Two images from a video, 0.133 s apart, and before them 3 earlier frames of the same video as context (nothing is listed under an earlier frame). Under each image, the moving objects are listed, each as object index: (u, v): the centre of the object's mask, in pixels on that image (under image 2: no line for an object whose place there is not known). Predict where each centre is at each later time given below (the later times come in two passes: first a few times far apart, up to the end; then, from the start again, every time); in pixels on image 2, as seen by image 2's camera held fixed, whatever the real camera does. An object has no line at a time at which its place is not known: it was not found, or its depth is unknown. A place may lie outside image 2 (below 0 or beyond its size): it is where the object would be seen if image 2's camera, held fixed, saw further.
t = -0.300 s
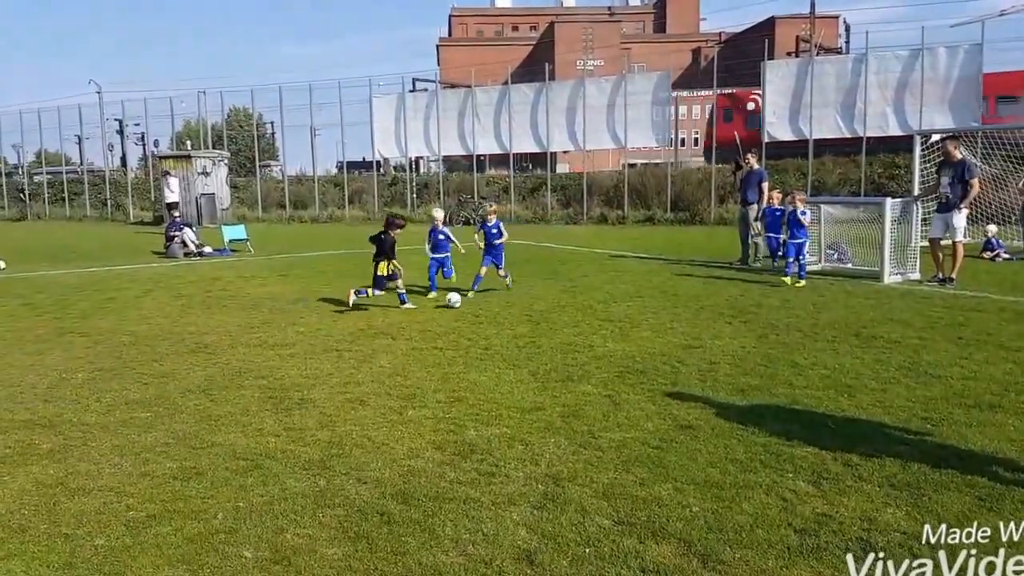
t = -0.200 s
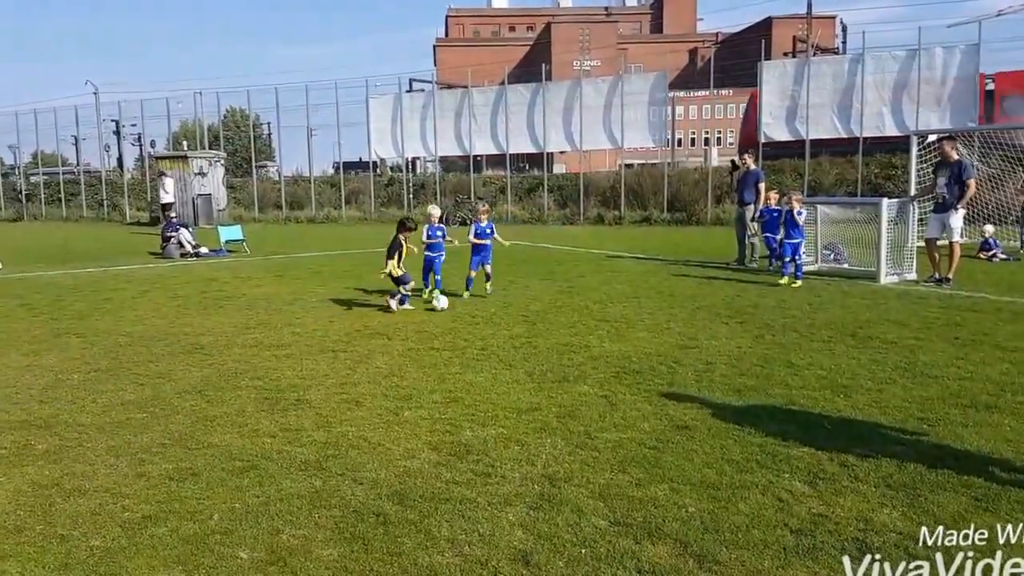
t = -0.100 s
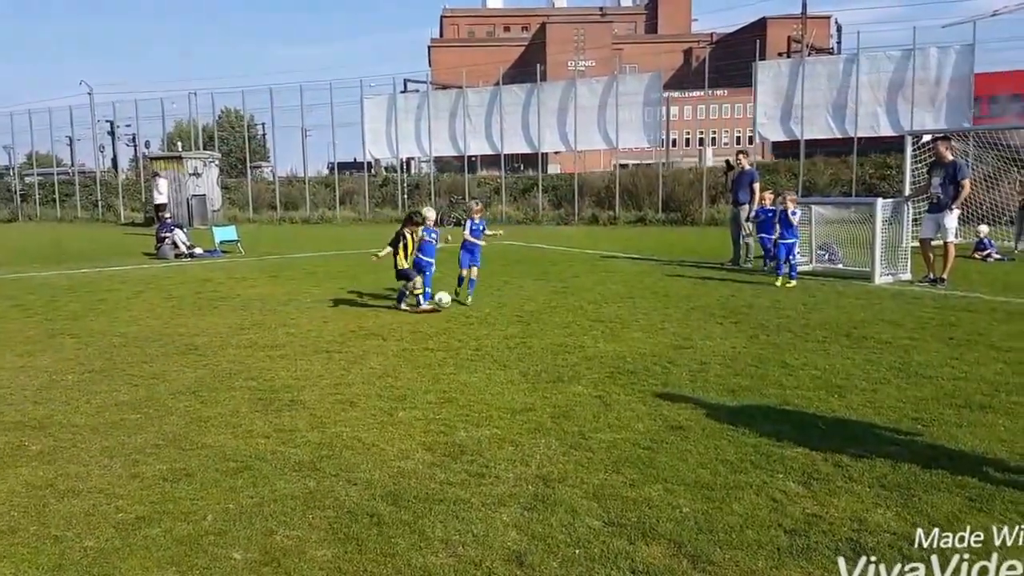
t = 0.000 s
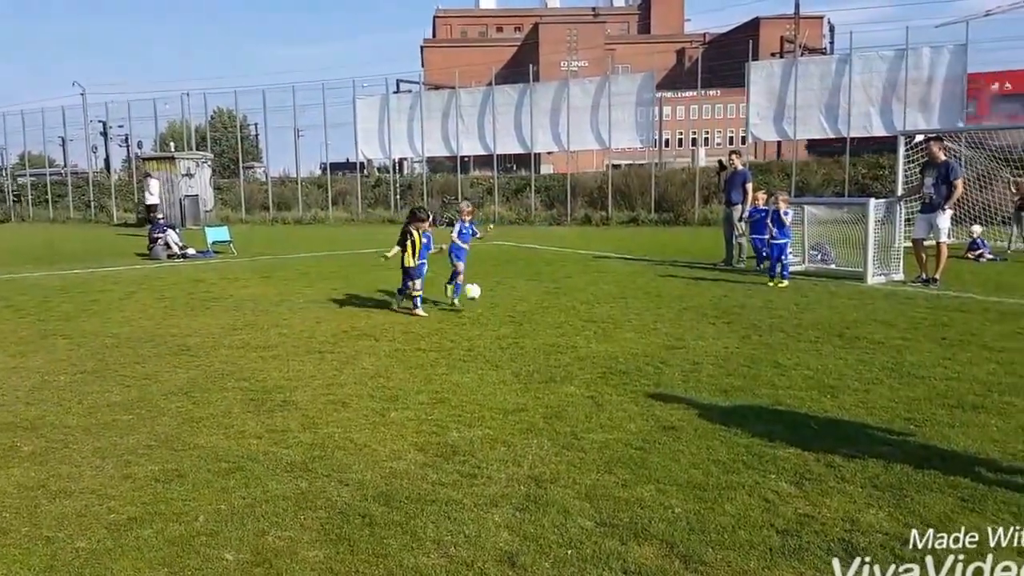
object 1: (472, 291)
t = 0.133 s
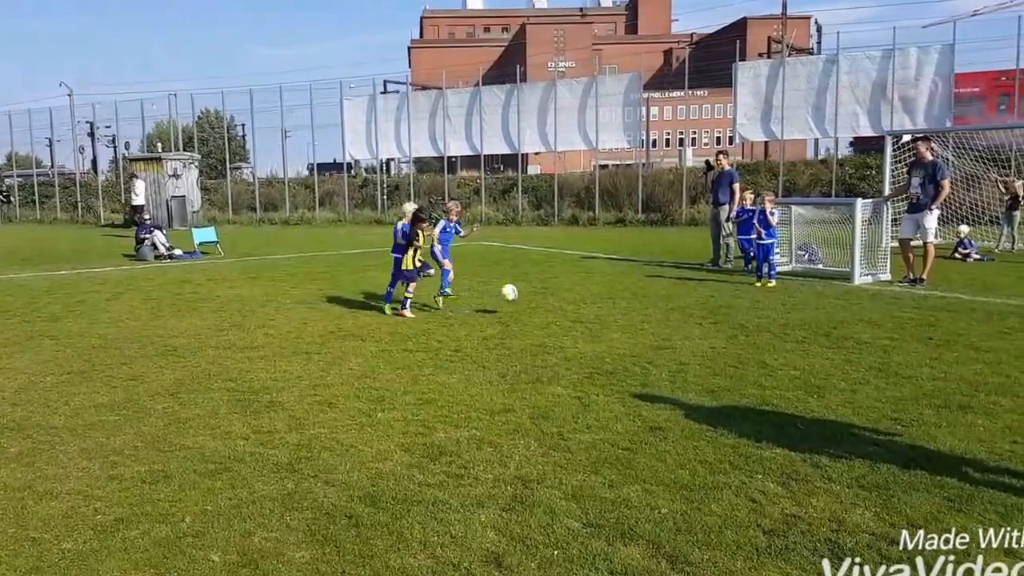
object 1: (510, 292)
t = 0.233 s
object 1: (548, 302)
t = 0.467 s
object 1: (592, 302)
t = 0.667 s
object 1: (621, 307)
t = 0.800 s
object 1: (639, 308)
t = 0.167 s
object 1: (522, 295)
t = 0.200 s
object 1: (535, 298)
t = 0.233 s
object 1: (548, 302)
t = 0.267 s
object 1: (561, 307)
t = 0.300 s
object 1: (567, 304)
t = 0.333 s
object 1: (571, 303)
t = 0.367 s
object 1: (577, 301)
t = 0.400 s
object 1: (582, 301)
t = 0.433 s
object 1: (587, 301)
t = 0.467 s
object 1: (592, 302)
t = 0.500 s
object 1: (597, 305)
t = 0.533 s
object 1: (603, 307)
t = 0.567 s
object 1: (608, 306)
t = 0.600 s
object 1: (612, 306)
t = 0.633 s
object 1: (617, 306)
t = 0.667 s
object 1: (621, 307)
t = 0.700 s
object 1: (626, 308)
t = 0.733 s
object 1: (630, 307)
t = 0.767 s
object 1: (634, 307)
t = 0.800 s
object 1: (639, 308)
